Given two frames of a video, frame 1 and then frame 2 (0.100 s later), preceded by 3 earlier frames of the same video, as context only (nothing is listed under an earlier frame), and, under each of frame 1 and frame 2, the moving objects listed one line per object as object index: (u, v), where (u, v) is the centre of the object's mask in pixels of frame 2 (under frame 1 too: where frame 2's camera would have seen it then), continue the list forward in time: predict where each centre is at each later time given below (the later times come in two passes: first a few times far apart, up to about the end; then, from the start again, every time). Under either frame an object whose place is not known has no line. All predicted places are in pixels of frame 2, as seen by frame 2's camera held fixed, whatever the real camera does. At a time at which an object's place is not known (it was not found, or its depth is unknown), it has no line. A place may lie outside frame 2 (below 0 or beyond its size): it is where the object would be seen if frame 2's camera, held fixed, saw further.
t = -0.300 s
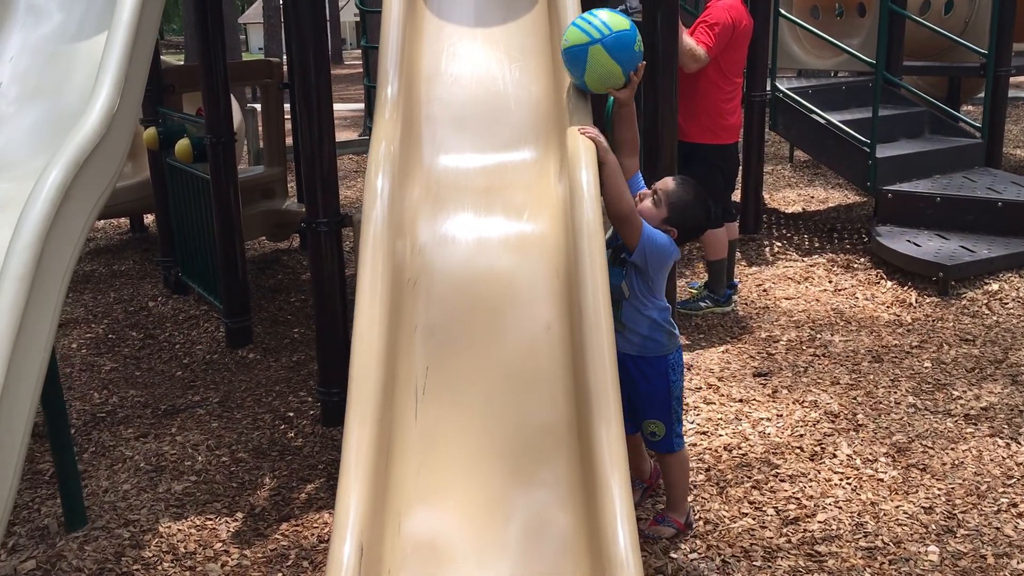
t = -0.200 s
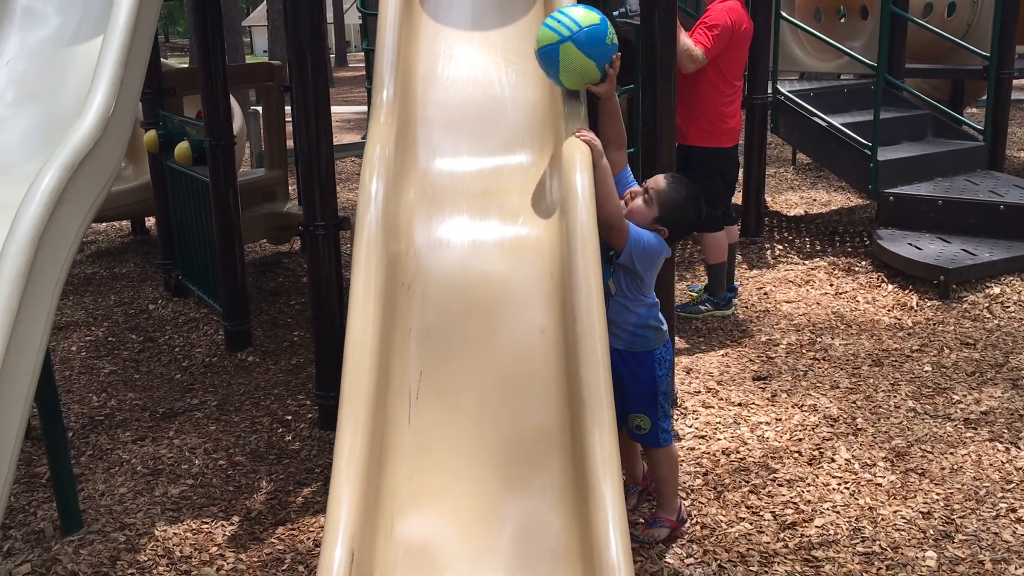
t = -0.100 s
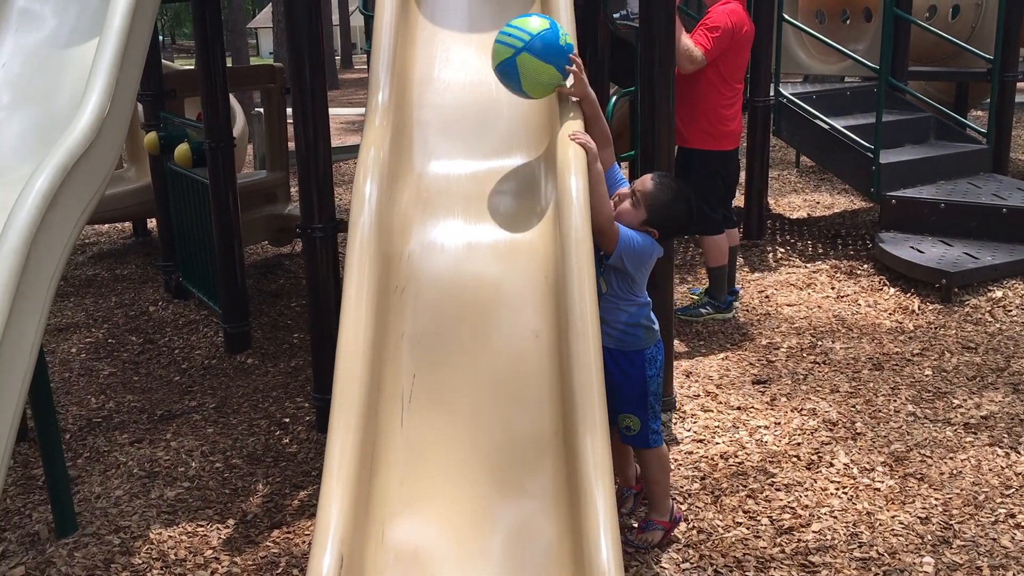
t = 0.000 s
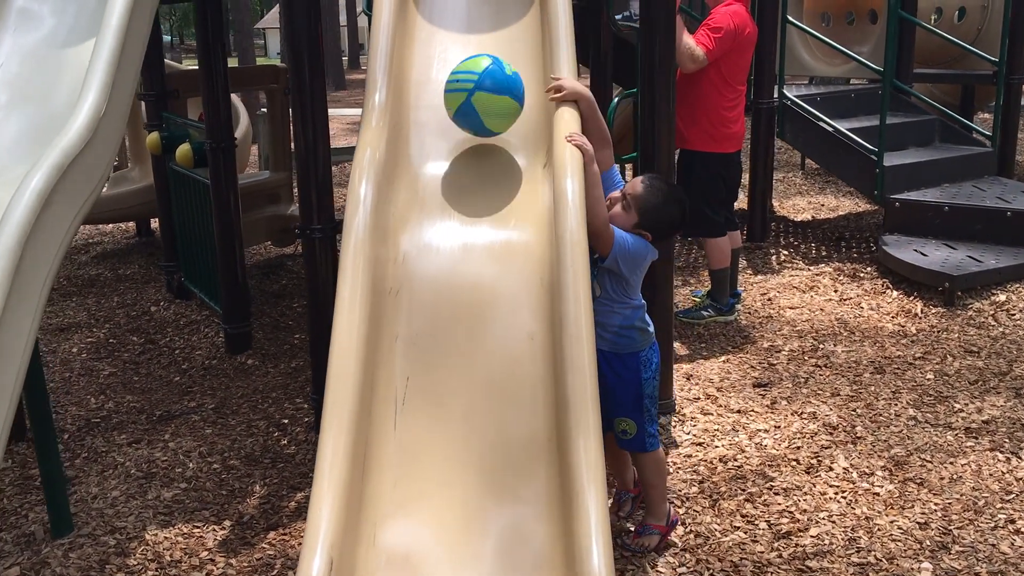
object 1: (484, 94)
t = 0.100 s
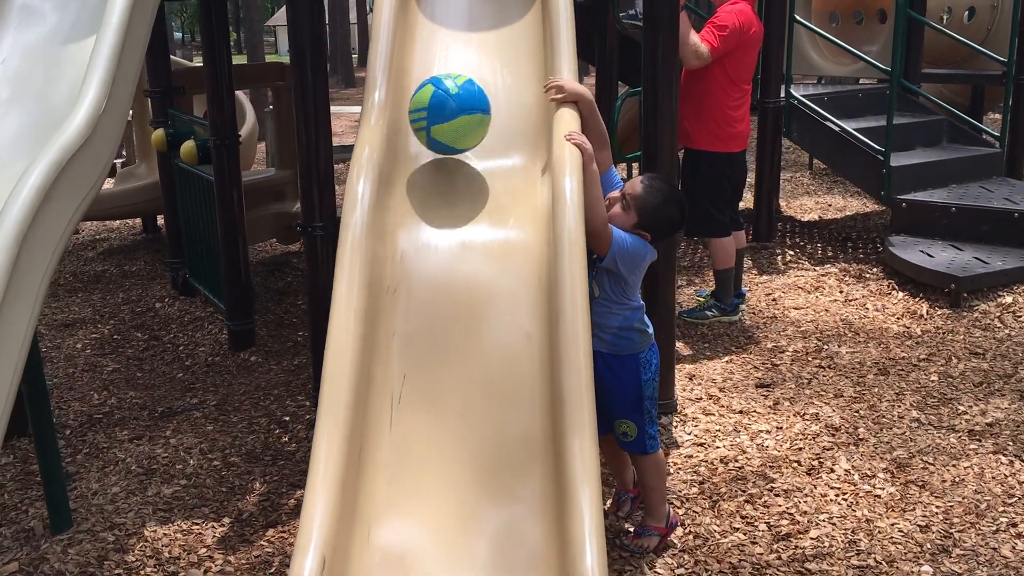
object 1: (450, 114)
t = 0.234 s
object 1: (426, 136)
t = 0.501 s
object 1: (465, 273)
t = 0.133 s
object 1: (440, 116)
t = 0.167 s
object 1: (429, 122)
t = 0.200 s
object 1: (422, 132)
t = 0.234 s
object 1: (426, 136)
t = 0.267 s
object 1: (432, 145)
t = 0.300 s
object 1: (438, 158)
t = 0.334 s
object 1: (445, 176)
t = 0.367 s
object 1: (451, 199)
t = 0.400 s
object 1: (458, 227)
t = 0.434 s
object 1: (460, 241)
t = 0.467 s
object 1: (462, 254)
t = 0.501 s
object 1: (465, 273)
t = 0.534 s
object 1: (468, 297)
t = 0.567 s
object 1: (471, 326)
